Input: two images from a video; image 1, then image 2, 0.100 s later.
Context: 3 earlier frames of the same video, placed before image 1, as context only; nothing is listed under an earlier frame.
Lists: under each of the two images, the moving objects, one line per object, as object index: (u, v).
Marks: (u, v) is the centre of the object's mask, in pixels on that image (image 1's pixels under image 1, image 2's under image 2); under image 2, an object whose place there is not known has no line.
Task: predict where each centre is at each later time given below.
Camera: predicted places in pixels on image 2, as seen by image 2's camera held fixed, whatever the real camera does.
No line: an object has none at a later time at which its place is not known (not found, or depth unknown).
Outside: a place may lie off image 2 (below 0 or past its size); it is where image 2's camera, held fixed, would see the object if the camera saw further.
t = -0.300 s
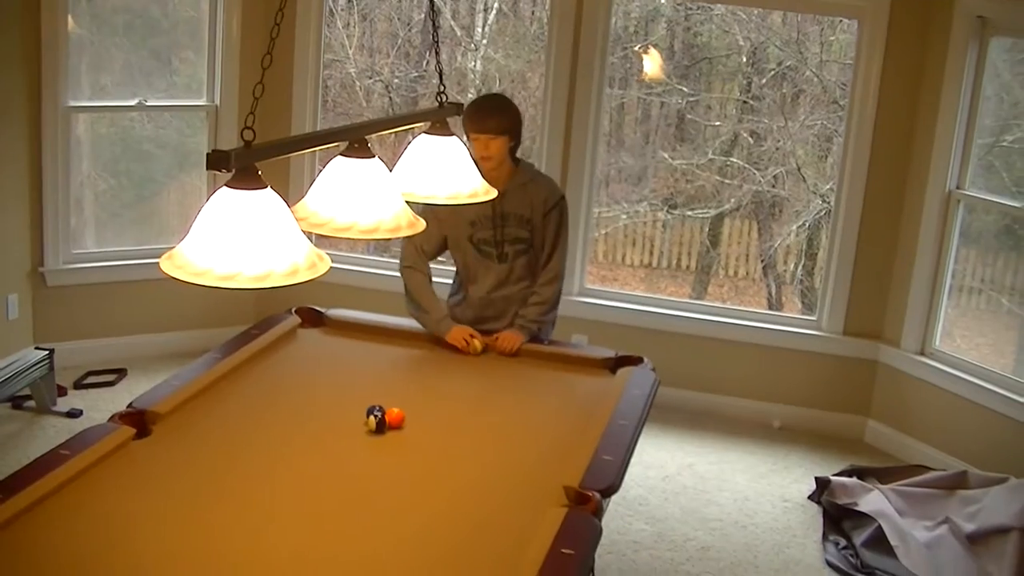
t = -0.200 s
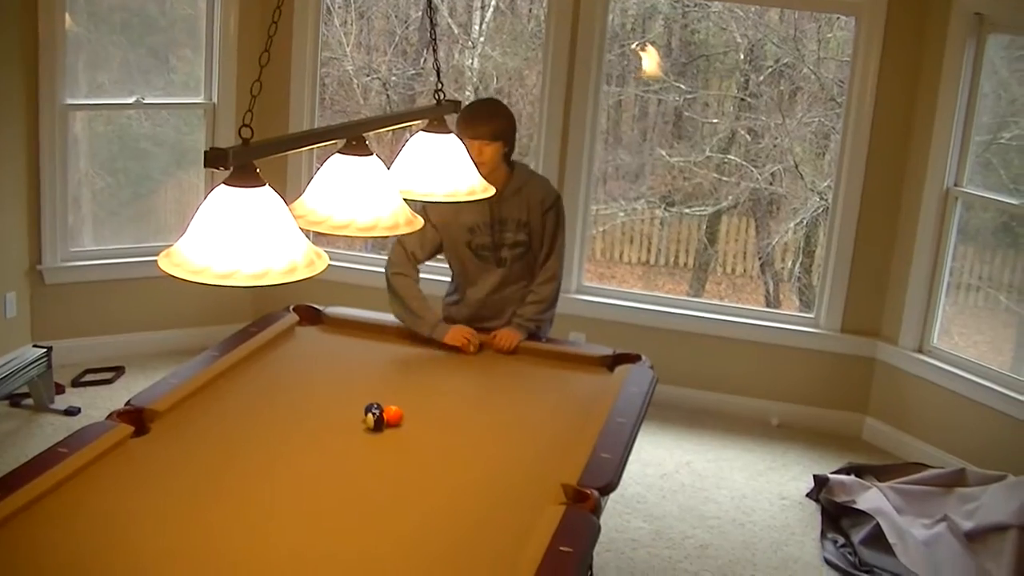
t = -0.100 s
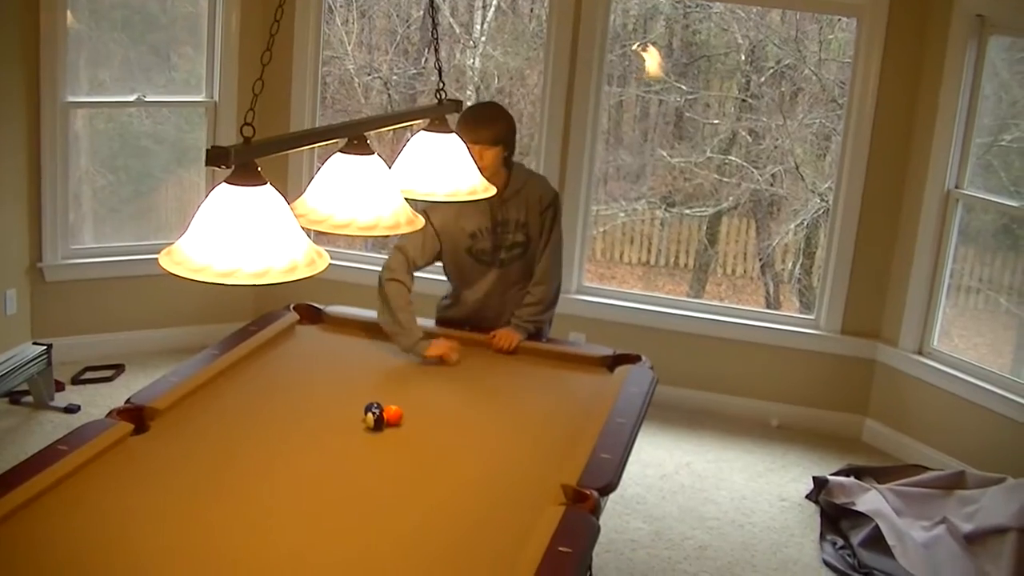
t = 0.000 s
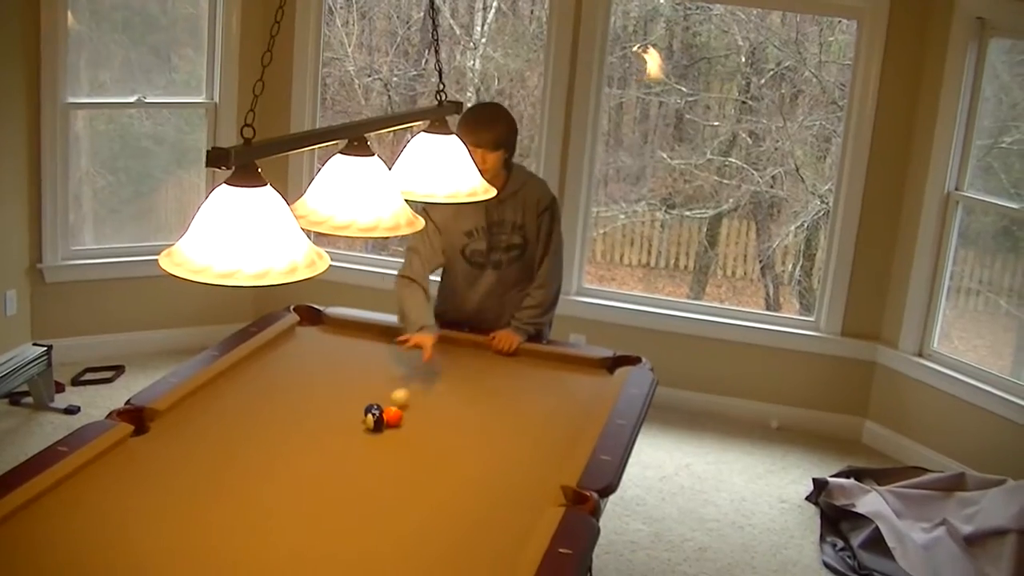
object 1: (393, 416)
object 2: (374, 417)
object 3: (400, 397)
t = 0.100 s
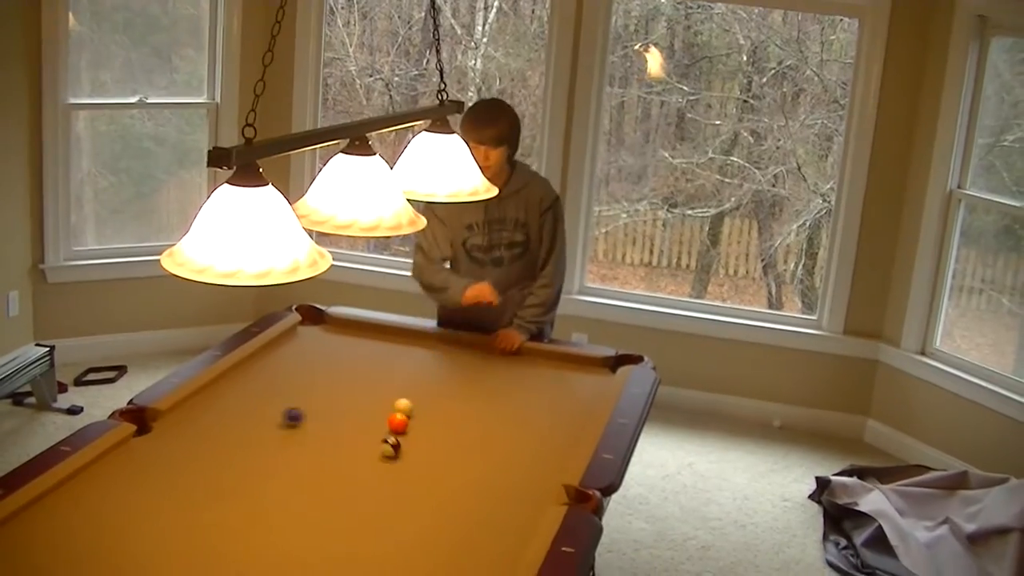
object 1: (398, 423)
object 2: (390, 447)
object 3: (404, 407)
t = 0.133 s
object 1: (400, 426)
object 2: (396, 459)
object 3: (408, 408)
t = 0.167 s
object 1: (401, 429)
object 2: (402, 471)
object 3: (411, 408)
